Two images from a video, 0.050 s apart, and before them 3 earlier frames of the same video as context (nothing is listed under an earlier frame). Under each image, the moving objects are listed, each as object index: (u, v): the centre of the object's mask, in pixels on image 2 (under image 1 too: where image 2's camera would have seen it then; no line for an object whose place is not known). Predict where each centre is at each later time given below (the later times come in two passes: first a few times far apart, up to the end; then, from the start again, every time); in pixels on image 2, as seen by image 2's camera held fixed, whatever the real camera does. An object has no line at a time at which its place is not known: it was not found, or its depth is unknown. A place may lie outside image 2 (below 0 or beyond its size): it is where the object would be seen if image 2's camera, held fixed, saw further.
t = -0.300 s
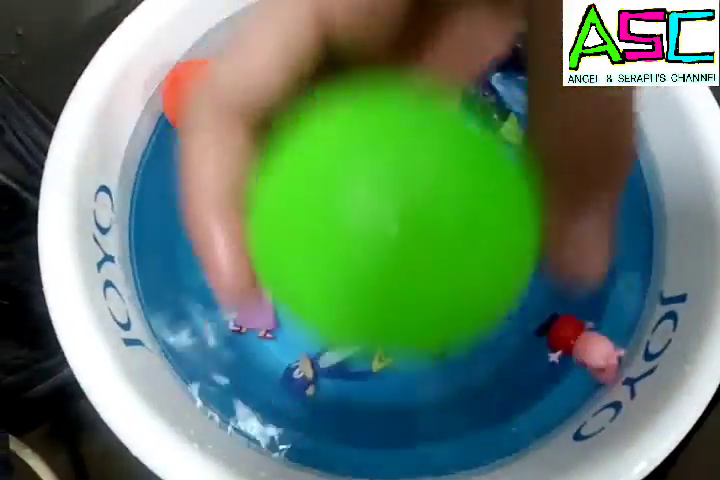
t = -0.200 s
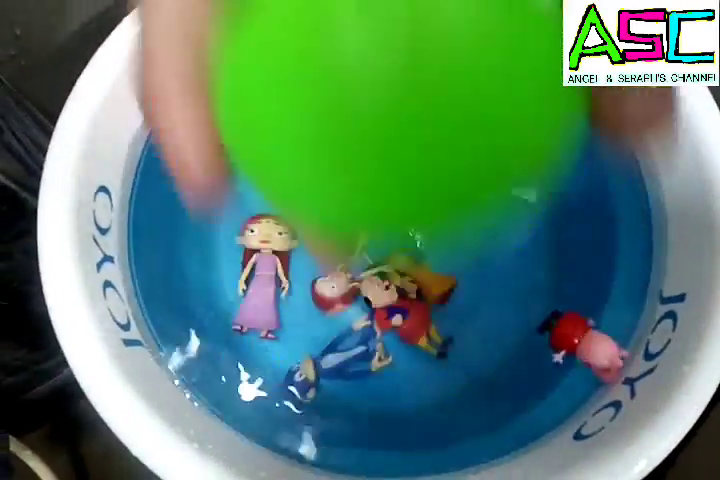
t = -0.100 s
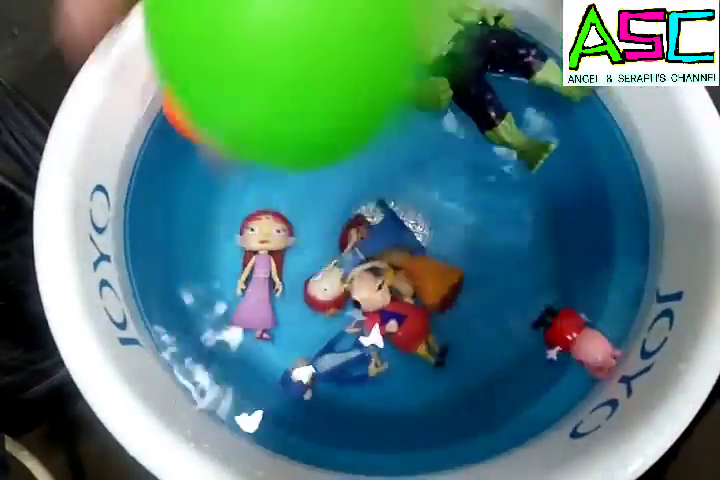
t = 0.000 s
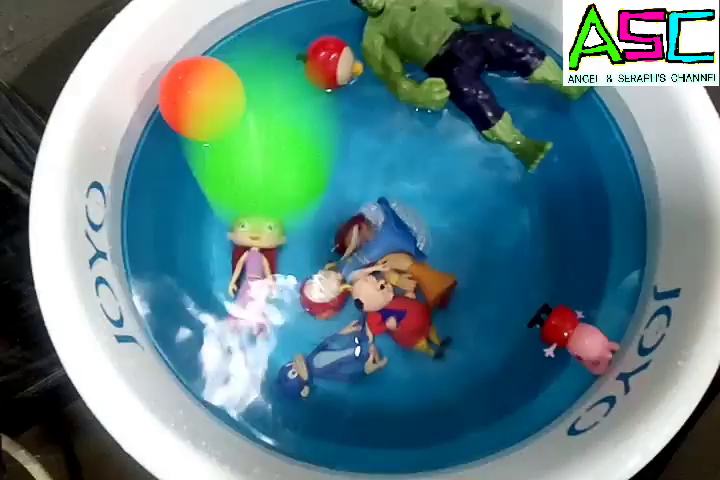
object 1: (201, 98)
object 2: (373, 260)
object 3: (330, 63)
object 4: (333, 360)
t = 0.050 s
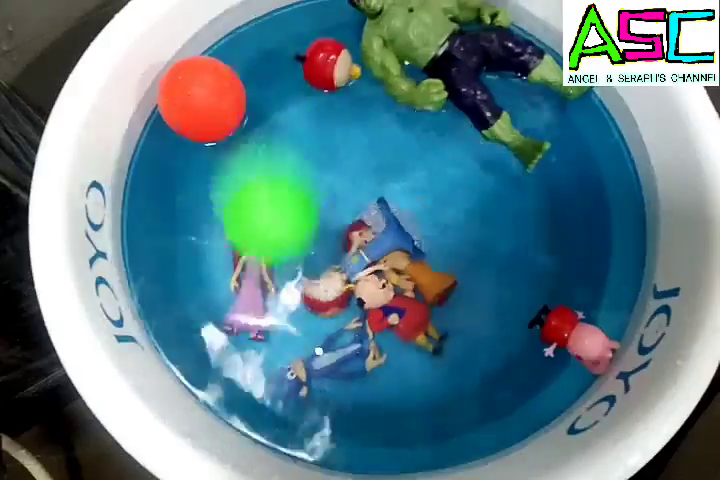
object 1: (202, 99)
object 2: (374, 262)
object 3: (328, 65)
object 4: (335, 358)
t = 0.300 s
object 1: (201, 96)
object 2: (379, 256)
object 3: (326, 54)
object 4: (334, 356)
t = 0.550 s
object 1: (197, 84)
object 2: (372, 259)
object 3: (321, 51)
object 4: (329, 357)
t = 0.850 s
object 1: (206, 80)
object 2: (378, 258)
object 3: (325, 38)
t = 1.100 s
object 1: (211, 67)
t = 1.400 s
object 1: (229, 62)
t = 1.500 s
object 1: (234, 61)
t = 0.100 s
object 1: (203, 99)
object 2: (378, 259)
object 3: (327, 64)
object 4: (334, 358)
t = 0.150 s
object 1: (204, 99)
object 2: (376, 256)
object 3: (327, 60)
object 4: (333, 357)
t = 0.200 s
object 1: (204, 98)
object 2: (373, 254)
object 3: (327, 56)
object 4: (334, 355)
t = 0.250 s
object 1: (202, 97)
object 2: (373, 256)
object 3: (326, 54)
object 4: (332, 355)
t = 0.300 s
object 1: (201, 96)
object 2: (379, 256)
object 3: (326, 54)
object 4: (334, 356)
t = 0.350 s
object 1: (203, 99)
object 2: (374, 261)
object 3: (325, 57)
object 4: (341, 357)
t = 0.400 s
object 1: (204, 100)
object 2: (372, 264)
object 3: (323, 60)
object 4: (338, 362)
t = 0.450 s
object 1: (204, 97)
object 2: (379, 258)
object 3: (322, 60)
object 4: (335, 355)
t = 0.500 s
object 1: (202, 90)
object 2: (377, 260)
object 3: (322, 56)
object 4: (336, 357)
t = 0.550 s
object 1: (197, 84)
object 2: (372, 259)
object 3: (321, 51)
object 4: (329, 357)
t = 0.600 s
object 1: (195, 84)
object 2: (374, 257)
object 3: (322, 45)
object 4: (335, 355)
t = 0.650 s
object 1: (196, 84)
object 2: (377, 257)
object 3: (322, 44)
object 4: (336, 360)
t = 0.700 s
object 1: (199, 83)
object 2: (376, 260)
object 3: (322, 45)
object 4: (336, 361)
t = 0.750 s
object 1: (203, 79)
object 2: (369, 255)
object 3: (321, 45)
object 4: (331, 361)
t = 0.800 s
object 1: (204, 78)
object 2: (377, 253)
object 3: (322, 42)
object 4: (336, 360)
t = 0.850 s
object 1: (206, 80)
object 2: (378, 258)
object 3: (325, 38)
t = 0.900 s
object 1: (206, 80)
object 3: (327, 36)
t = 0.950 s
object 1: (206, 77)
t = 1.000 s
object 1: (208, 72)
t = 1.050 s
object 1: (210, 67)
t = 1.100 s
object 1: (211, 67)
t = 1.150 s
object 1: (214, 68)
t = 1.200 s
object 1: (217, 68)
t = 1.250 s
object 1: (222, 65)
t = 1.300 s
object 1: (226, 61)
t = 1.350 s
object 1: (228, 61)
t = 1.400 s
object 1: (229, 62)
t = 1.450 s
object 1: (231, 62)
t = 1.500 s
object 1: (234, 61)
